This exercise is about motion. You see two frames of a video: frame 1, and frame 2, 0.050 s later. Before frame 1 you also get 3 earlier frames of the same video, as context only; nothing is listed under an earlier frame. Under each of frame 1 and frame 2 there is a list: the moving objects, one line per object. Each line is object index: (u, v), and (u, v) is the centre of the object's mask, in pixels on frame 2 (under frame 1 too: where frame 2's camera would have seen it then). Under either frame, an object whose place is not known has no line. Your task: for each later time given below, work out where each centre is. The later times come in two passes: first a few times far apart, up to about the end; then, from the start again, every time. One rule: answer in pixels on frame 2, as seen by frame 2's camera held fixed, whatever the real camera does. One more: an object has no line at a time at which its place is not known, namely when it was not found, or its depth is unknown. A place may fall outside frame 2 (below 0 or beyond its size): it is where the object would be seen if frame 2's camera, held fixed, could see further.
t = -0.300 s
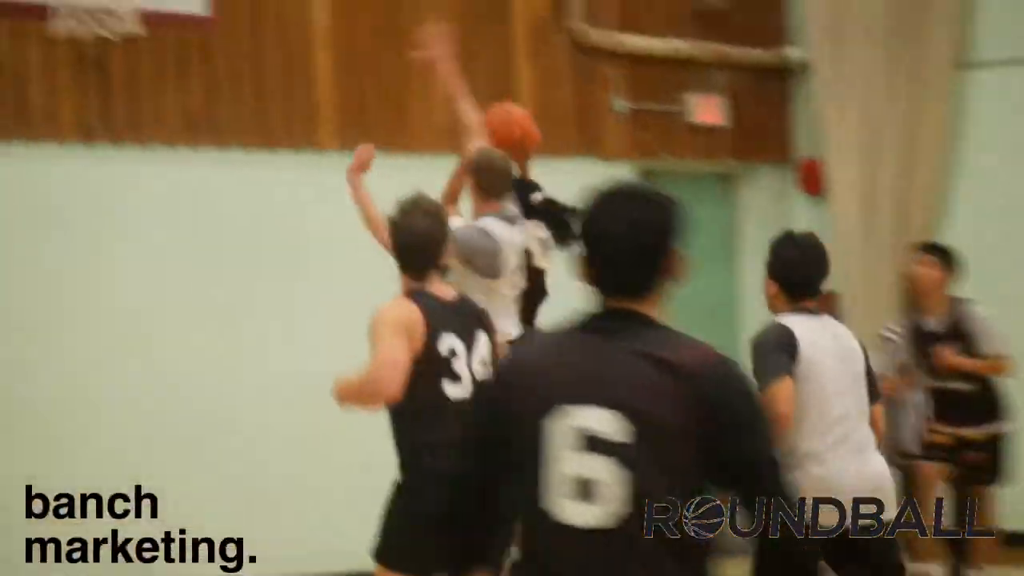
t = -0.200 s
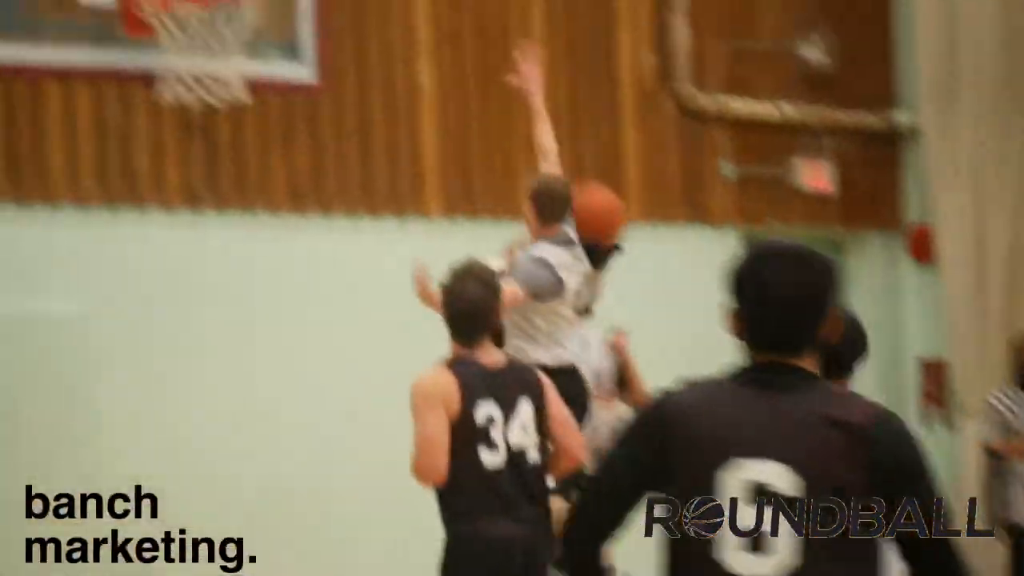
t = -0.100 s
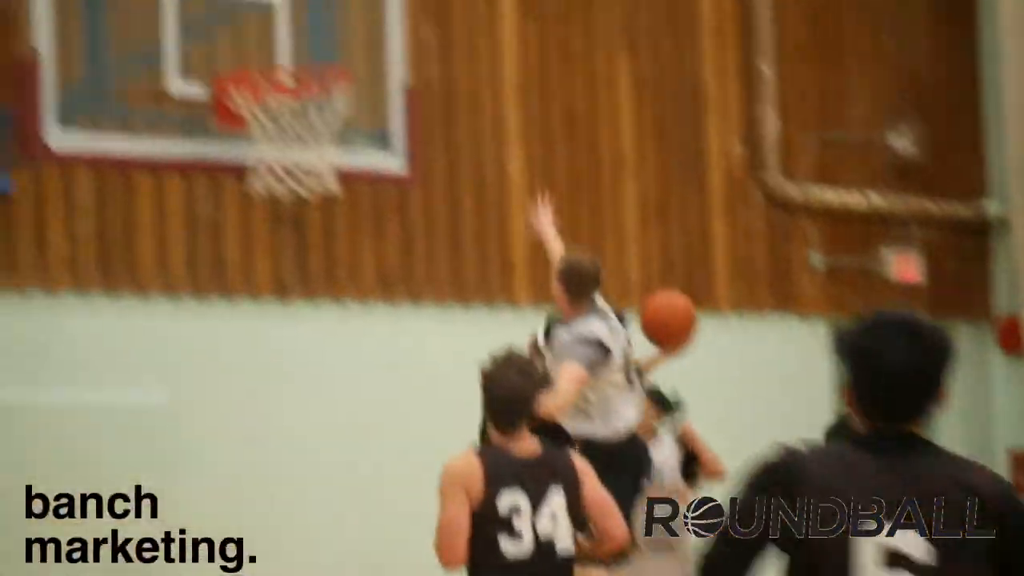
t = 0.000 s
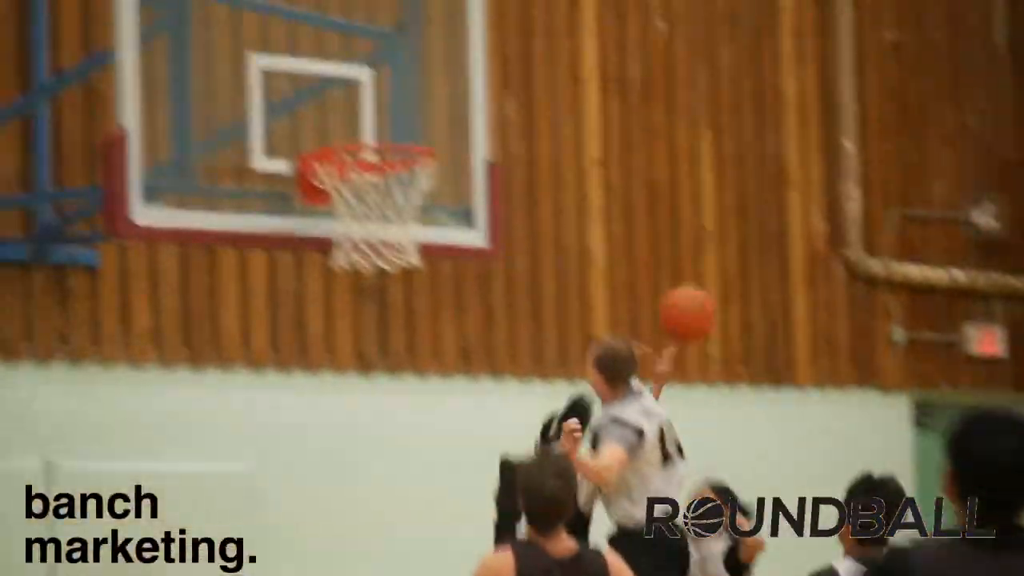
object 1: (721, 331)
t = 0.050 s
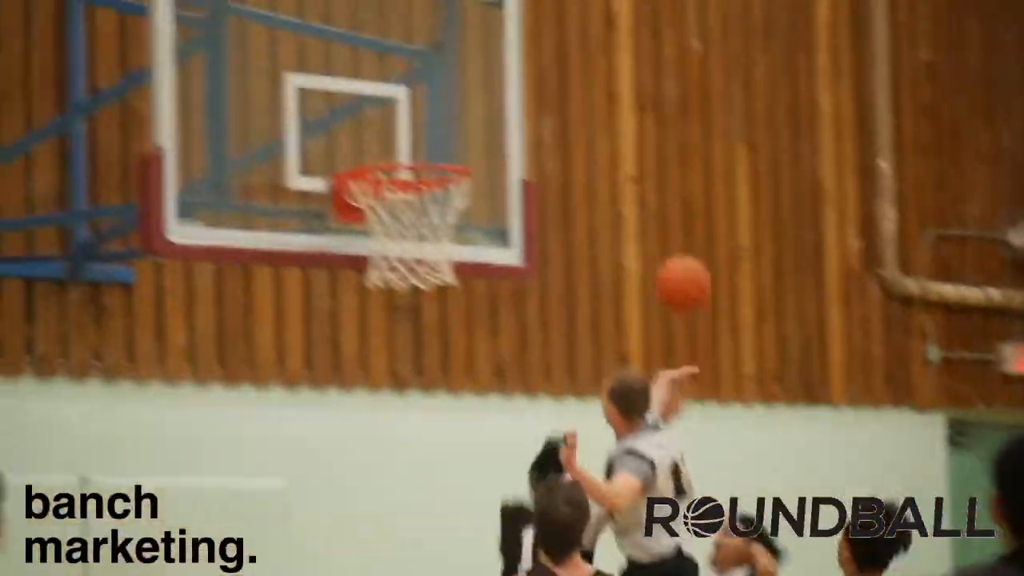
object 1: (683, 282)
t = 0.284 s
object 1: (504, 134)
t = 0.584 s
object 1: (446, 136)
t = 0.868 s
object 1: (385, 176)
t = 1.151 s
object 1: (450, 292)
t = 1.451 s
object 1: (495, 592)
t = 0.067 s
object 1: (670, 270)
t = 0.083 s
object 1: (657, 255)
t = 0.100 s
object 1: (644, 241)
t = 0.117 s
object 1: (631, 228)
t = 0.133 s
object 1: (618, 215)
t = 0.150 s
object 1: (606, 205)
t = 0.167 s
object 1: (592, 193)
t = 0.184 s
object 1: (579, 183)
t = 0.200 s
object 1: (567, 173)
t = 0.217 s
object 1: (553, 164)
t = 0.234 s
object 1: (542, 156)
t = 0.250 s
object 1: (528, 148)
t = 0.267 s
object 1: (517, 142)
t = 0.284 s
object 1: (504, 134)
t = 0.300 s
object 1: (490, 128)
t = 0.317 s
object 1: (480, 124)
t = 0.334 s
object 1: (473, 119)
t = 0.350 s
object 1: (470, 116)
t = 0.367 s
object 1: (469, 113)
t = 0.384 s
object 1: (467, 111)
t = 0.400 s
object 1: (466, 110)
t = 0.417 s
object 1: (465, 109)
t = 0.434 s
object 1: (463, 109)
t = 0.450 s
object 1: (461, 109)
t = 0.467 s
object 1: (459, 110)
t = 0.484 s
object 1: (457, 112)
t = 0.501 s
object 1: (456, 114)
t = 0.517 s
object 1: (454, 117)
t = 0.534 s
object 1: (451, 122)
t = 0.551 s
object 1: (449, 126)
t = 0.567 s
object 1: (448, 131)
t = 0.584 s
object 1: (446, 136)
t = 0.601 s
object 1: (444, 140)
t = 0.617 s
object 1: (442, 143)
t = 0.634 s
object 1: (437, 141)
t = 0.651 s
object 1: (432, 140)
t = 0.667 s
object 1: (427, 139)
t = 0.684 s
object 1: (422, 139)
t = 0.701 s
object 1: (418, 139)
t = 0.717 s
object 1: (413, 140)
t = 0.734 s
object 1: (408, 141)
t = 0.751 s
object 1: (404, 142)
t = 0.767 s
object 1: (399, 144)
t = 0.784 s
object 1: (395, 146)
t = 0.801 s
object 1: (389, 148)
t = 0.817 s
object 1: (386, 157)
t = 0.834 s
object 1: (382, 170)
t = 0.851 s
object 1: (383, 173)
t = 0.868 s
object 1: (385, 176)
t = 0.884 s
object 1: (391, 179)
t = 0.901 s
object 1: (395, 183)
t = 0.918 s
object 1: (397, 186)
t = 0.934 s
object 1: (399, 191)
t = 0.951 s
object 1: (402, 195)
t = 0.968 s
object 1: (411, 202)
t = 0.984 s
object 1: (414, 209)
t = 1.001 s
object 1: (422, 217)
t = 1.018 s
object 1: (425, 225)
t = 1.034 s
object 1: (431, 234)
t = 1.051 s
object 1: (436, 241)
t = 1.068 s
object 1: (440, 249)
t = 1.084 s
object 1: (443, 258)
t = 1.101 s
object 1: (445, 267)
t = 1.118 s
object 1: (446, 274)
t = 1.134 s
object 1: (447, 287)
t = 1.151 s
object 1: (450, 292)
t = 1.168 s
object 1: (453, 302)
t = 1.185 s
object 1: (456, 314)
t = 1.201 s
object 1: (460, 326)
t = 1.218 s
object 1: (461, 339)
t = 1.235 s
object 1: (464, 351)
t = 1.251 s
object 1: (467, 366)
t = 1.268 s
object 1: (468, 380)
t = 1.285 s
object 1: (470, 395)
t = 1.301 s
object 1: (472, 411)
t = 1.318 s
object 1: (475, 429)
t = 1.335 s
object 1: (477, 447)
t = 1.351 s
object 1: (480, 465)
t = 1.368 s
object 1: (482, 485)
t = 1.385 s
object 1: (485, 504)
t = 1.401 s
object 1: (487, 525)
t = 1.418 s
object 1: (489, 546)
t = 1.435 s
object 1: (492, 569)
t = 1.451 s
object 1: (495, 592)
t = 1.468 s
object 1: (497, 616)
